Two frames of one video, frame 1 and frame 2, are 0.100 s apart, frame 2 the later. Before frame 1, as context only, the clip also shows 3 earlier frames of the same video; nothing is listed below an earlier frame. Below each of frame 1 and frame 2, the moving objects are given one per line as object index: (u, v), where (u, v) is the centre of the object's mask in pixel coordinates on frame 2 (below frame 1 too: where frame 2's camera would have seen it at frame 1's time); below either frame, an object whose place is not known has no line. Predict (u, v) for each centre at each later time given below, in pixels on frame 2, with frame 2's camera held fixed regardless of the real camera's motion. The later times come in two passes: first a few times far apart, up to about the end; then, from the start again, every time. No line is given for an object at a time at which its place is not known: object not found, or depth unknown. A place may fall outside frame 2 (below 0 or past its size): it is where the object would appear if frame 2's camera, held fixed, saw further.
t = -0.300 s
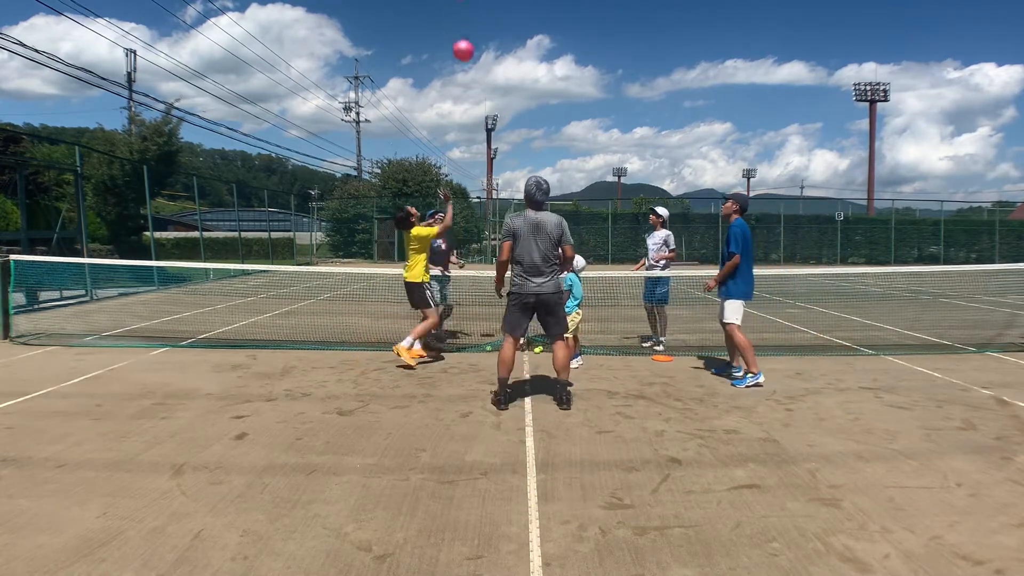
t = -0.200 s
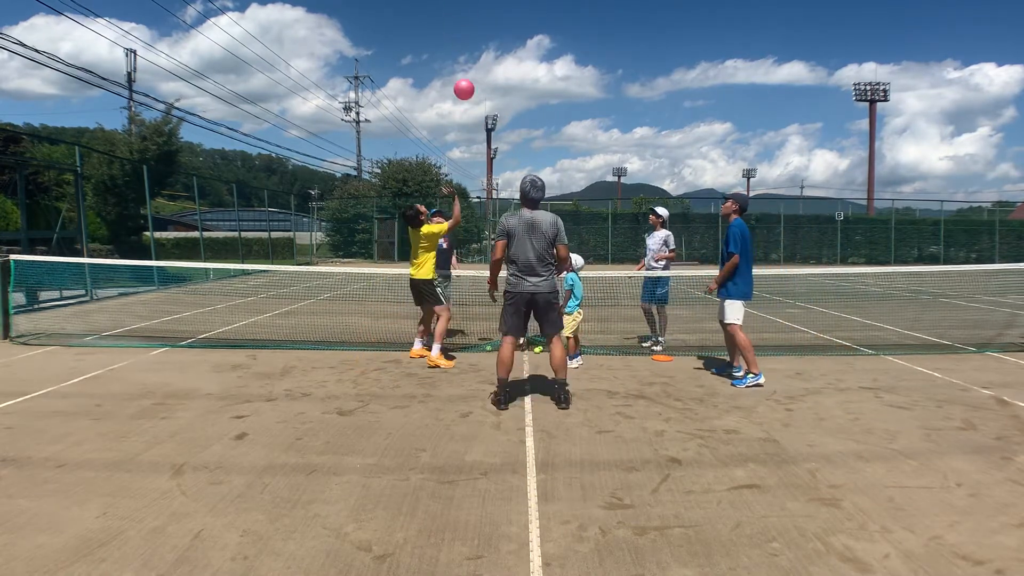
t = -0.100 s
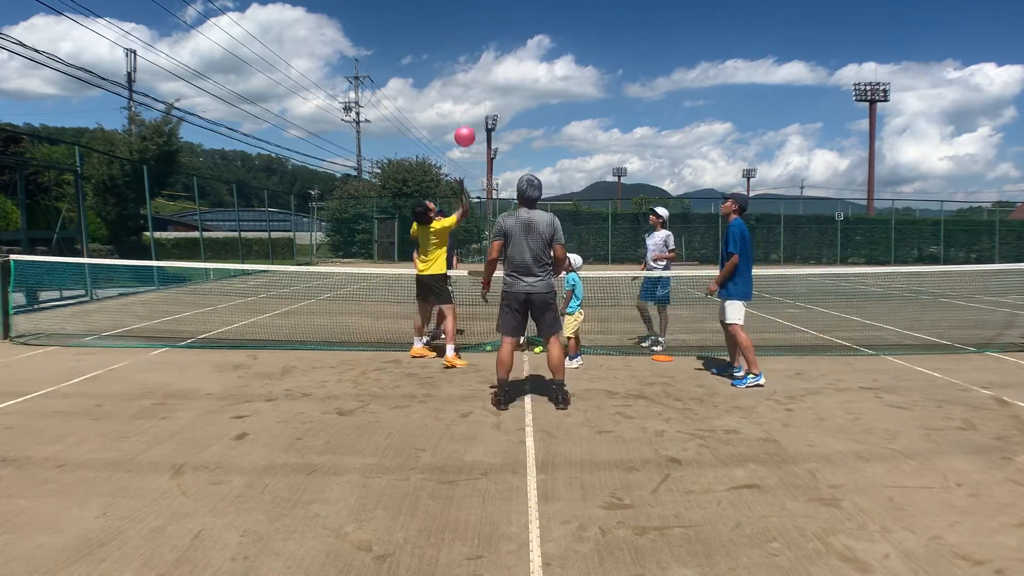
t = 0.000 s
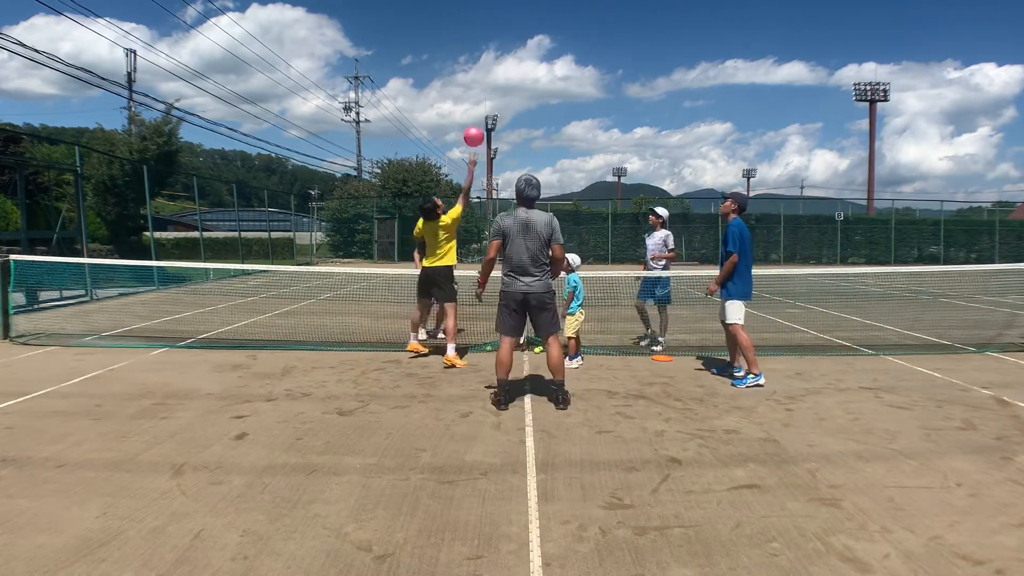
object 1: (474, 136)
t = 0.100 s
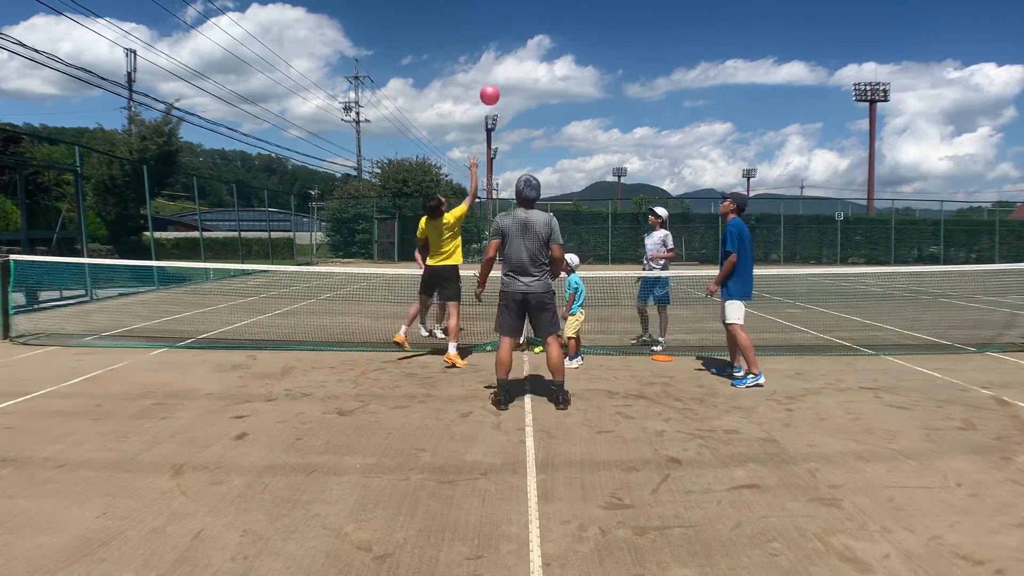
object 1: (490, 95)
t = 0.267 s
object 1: (511, 58)
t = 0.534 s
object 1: (540, 56)
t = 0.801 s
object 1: (565, 107)
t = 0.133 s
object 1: (494, 84)
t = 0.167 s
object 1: (499, 75)
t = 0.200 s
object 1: (503, 67)
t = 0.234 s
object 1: (507, 62)
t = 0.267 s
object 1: (511, 58)
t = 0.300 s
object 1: (515, 54)
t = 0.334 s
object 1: (519, 52)
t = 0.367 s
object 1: (523, 50)
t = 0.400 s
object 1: (526, 50)
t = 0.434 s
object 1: (530, 50)
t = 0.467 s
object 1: (533, 51)
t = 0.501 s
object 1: (537, 53)
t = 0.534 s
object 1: (540, 56)
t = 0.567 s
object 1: (543, 60)
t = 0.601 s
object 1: (546, 64)
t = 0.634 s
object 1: (549, 69)
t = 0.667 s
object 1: (553, 75)
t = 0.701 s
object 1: (556, 82)
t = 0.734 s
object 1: (559, 90)
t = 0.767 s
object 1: (562, 98)
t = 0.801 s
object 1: (565, 107)
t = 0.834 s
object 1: (568, 116)
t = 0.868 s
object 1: (570, 126)
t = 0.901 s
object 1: (573, 137)
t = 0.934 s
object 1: (575, 149)
